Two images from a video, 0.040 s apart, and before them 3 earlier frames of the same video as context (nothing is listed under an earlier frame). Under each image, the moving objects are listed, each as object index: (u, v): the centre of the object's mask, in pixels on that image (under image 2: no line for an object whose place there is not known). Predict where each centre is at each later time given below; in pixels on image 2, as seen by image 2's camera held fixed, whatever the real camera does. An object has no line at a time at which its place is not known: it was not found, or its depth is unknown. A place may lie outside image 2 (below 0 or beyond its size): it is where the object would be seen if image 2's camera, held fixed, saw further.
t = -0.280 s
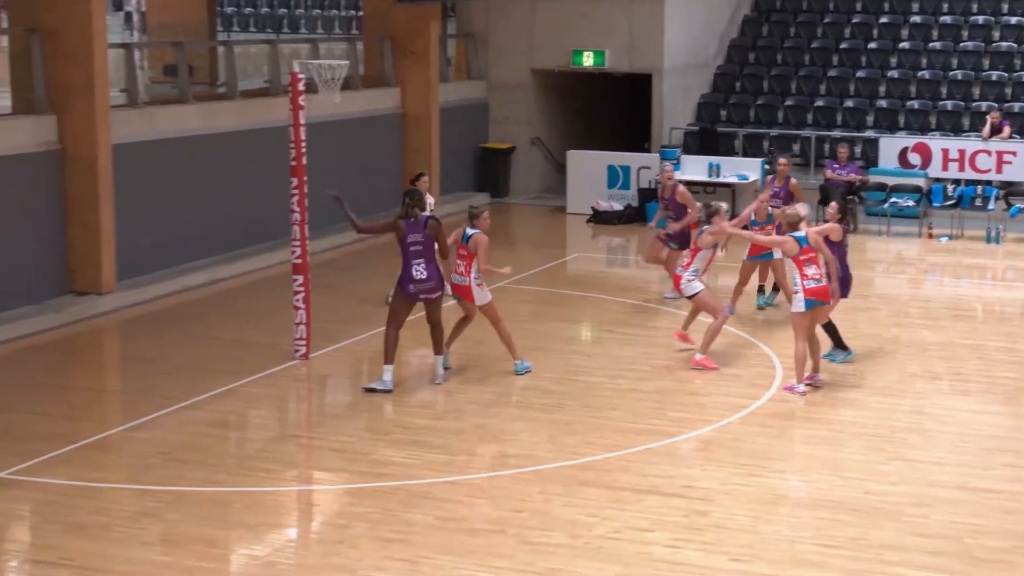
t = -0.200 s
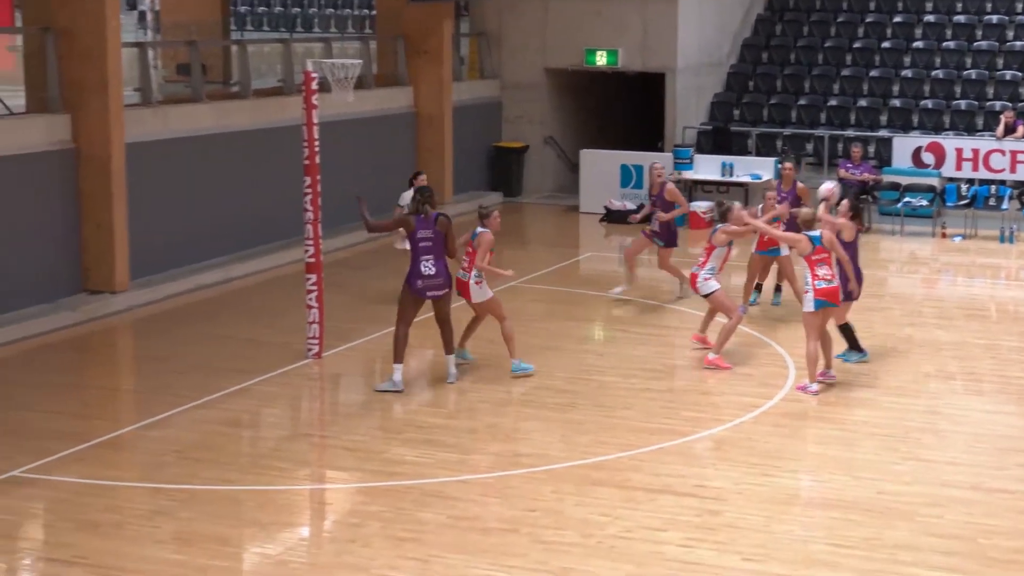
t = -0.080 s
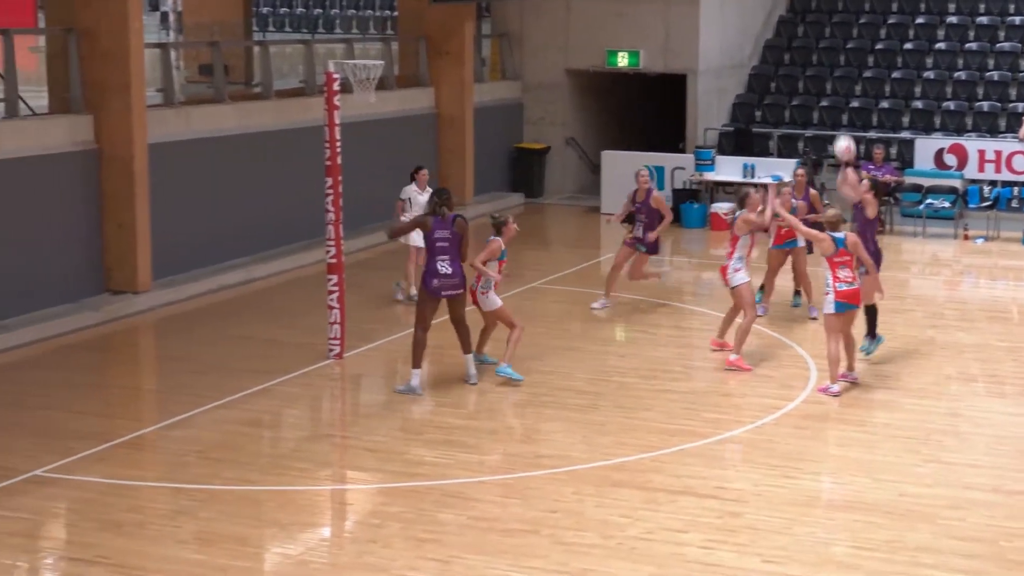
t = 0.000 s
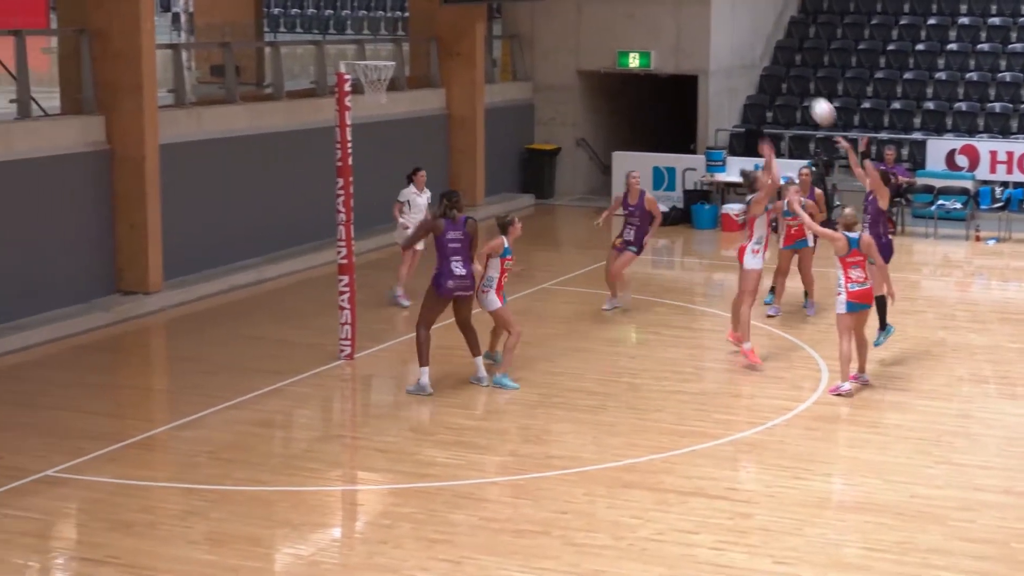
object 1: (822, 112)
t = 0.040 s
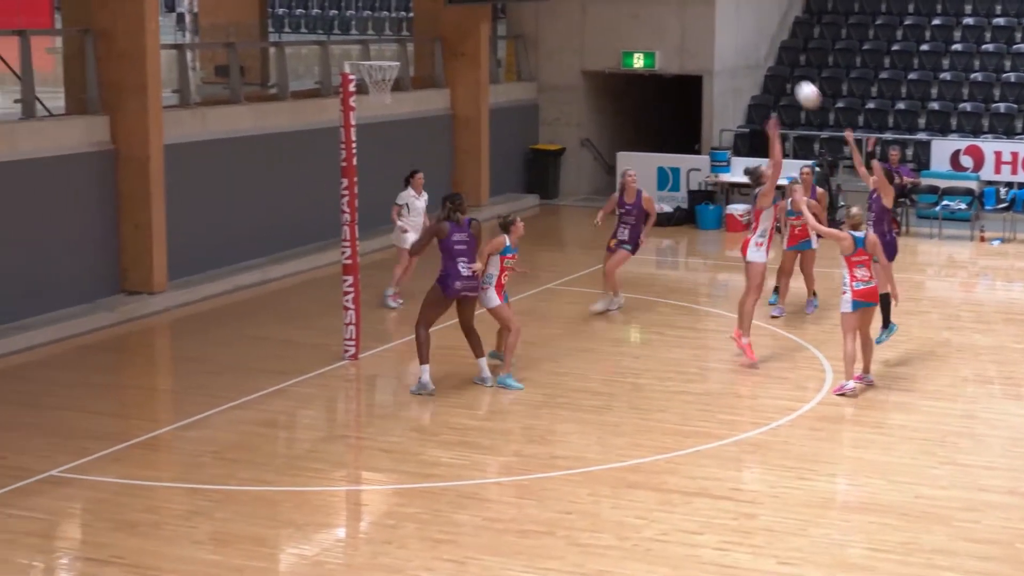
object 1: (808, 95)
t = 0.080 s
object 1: (789, 80)
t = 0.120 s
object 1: (770, 66)
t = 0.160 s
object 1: (752, 53)
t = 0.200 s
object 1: (731, 39)
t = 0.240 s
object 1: (712, 31)
